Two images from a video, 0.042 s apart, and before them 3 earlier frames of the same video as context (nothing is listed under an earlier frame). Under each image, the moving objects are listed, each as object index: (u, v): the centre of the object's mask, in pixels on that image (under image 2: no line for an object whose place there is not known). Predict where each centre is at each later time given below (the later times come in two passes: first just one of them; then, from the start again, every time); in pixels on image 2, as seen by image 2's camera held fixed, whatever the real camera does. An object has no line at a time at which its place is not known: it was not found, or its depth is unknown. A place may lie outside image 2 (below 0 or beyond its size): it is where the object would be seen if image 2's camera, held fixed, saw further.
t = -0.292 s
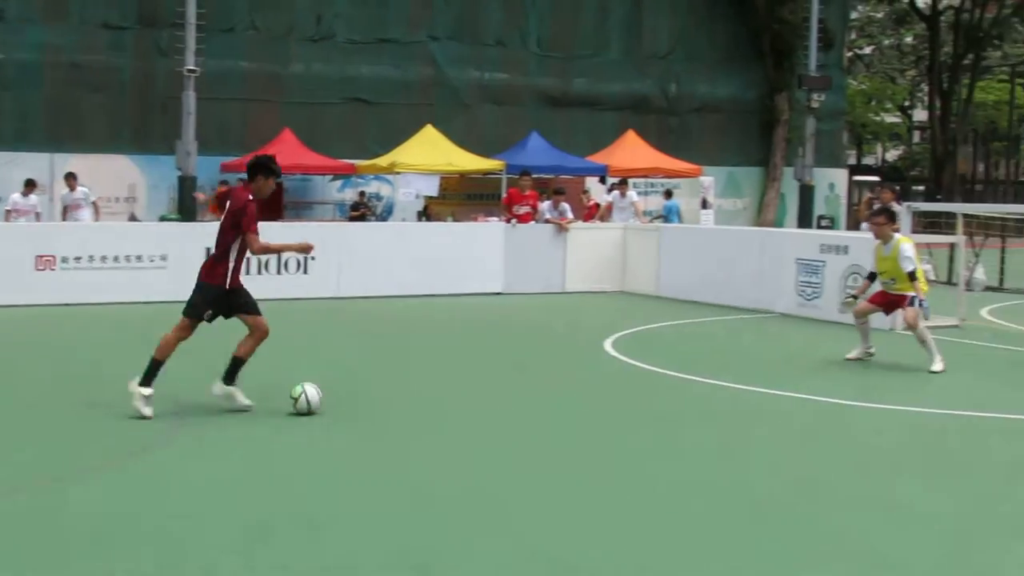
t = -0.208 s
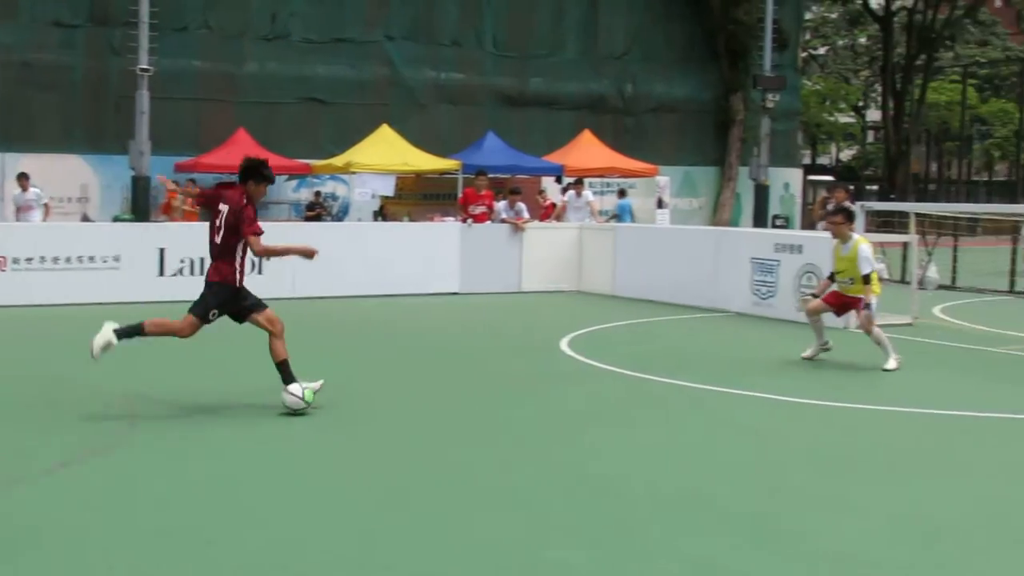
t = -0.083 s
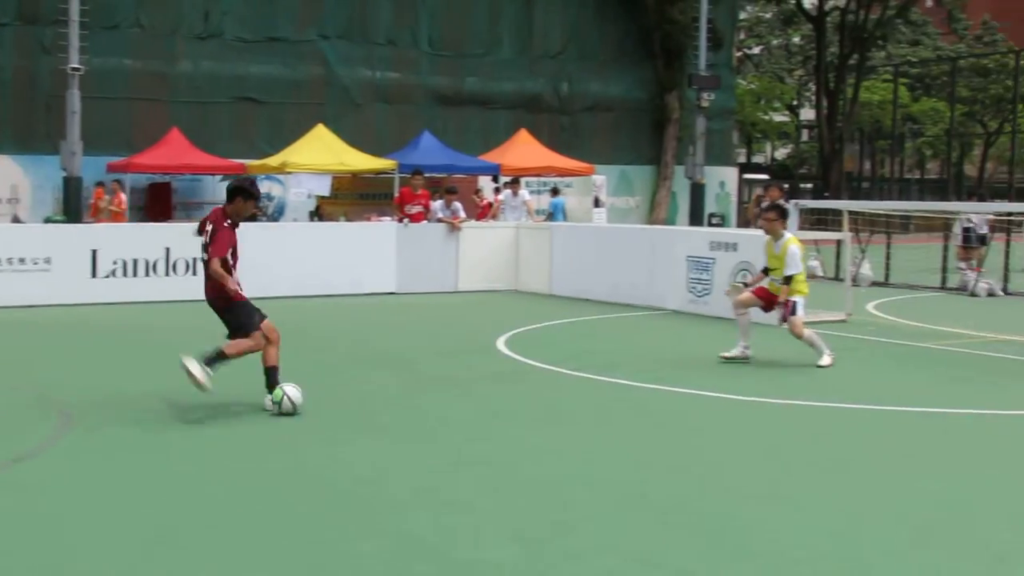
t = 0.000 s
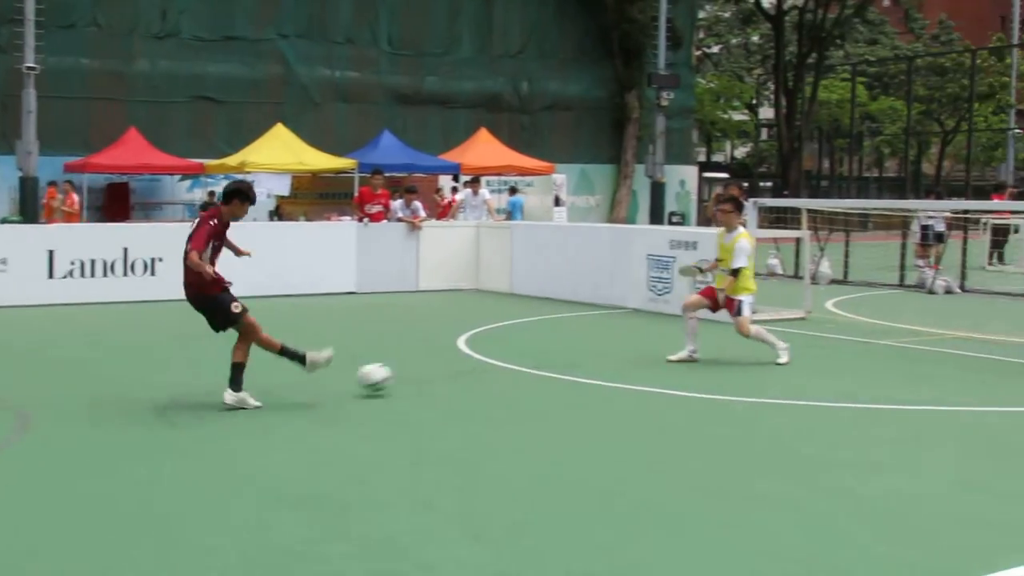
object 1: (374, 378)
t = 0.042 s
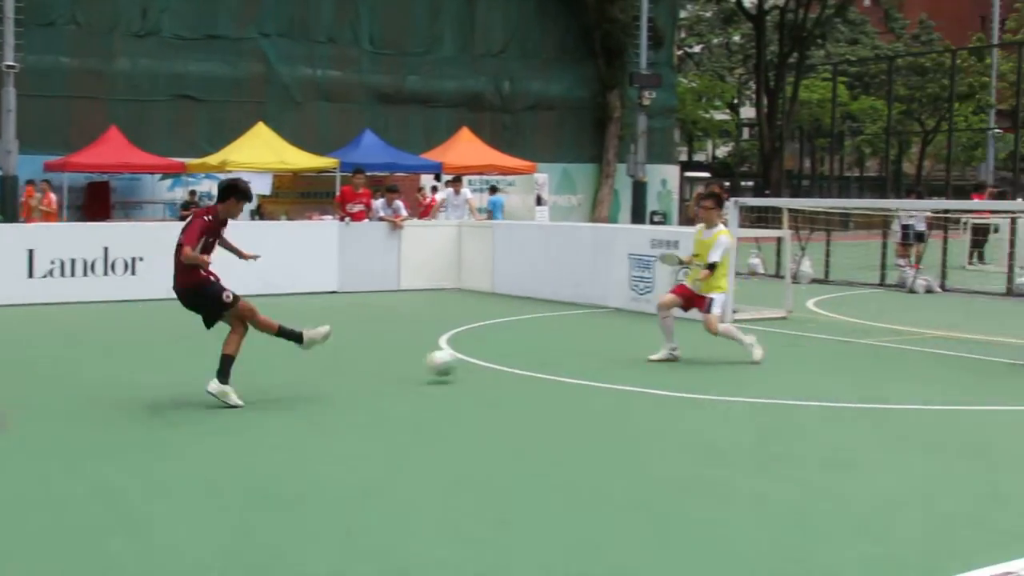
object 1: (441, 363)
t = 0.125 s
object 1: (580, 349)
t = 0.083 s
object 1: (516, 355)
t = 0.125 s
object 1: (580, 349)
